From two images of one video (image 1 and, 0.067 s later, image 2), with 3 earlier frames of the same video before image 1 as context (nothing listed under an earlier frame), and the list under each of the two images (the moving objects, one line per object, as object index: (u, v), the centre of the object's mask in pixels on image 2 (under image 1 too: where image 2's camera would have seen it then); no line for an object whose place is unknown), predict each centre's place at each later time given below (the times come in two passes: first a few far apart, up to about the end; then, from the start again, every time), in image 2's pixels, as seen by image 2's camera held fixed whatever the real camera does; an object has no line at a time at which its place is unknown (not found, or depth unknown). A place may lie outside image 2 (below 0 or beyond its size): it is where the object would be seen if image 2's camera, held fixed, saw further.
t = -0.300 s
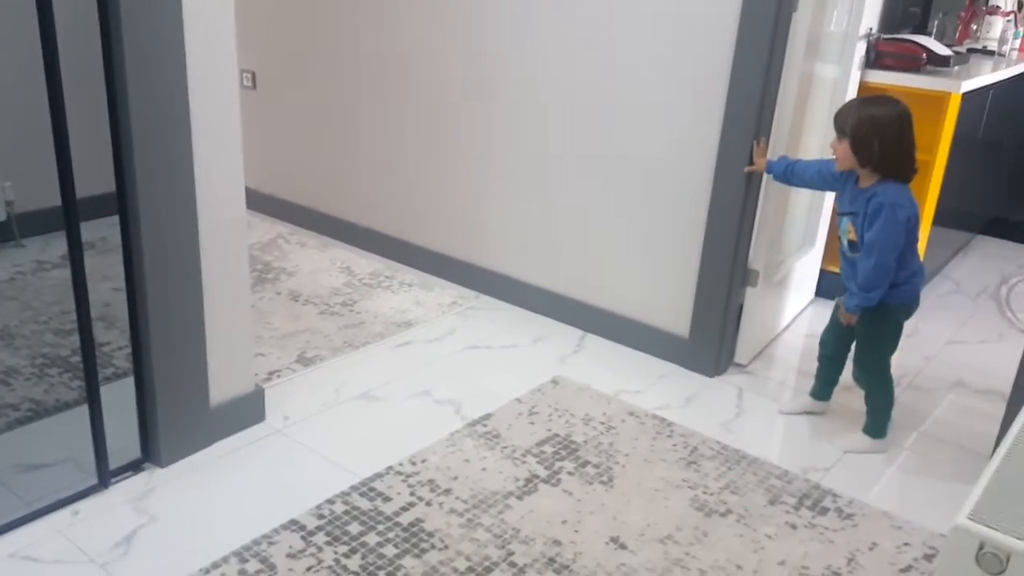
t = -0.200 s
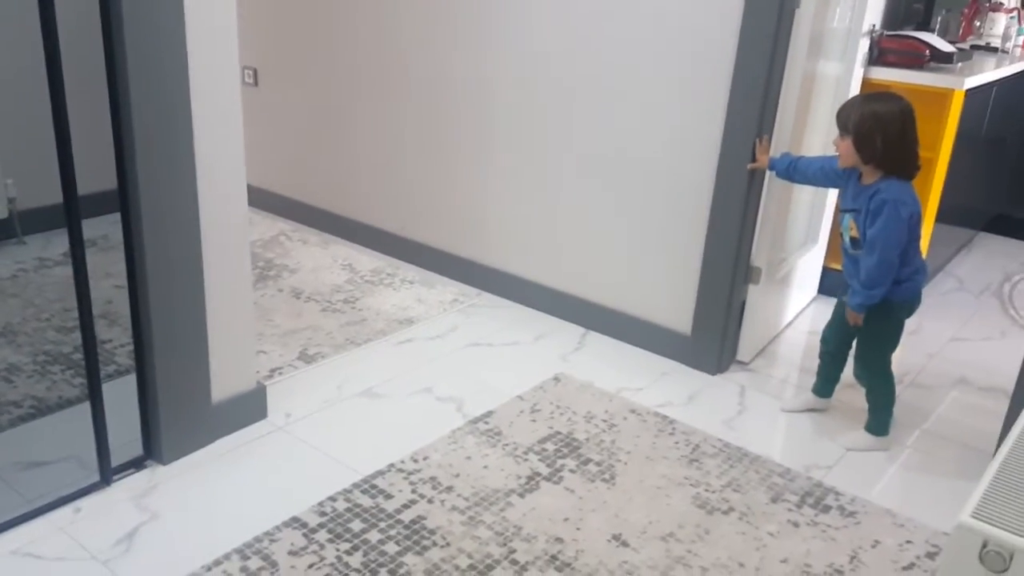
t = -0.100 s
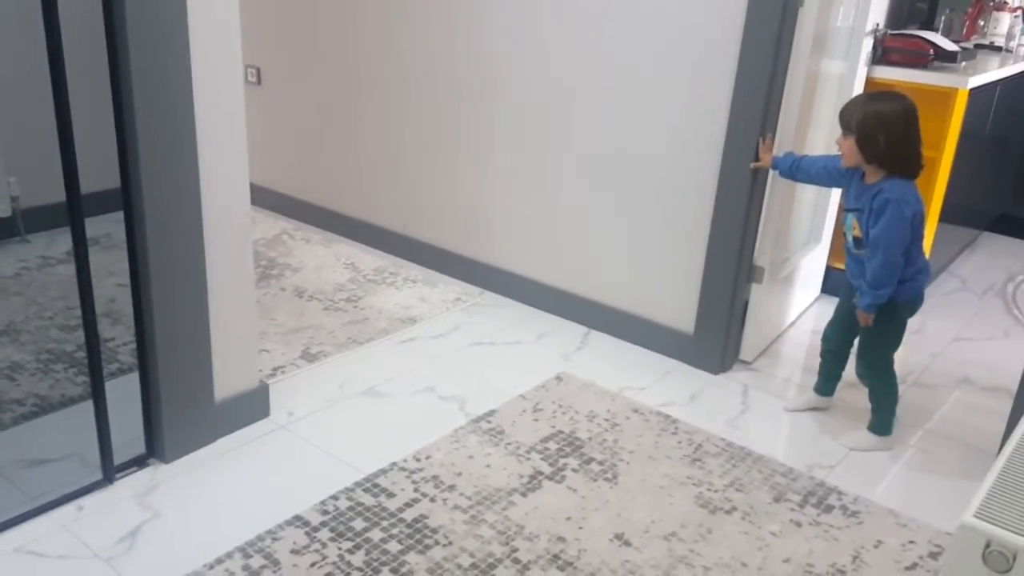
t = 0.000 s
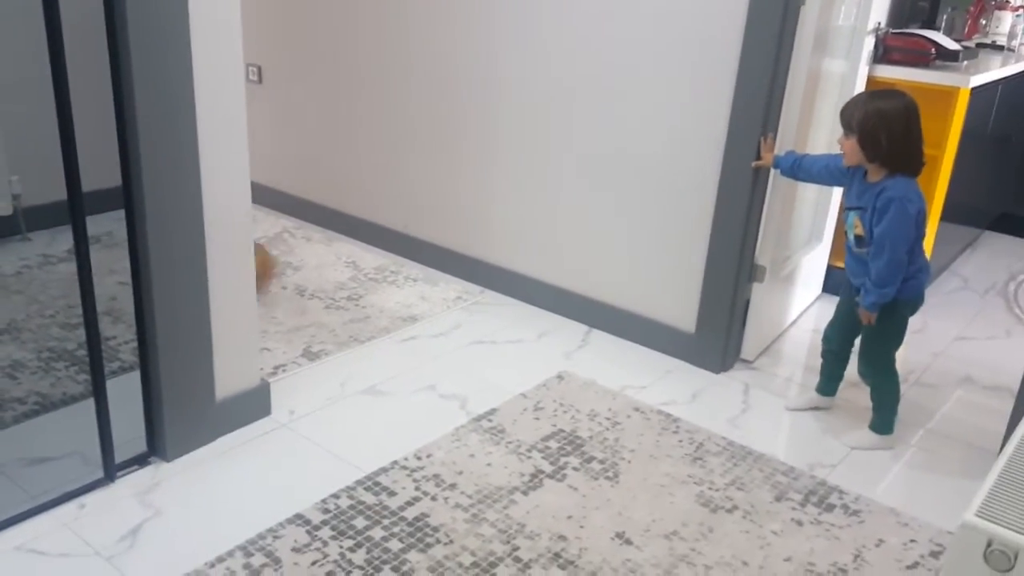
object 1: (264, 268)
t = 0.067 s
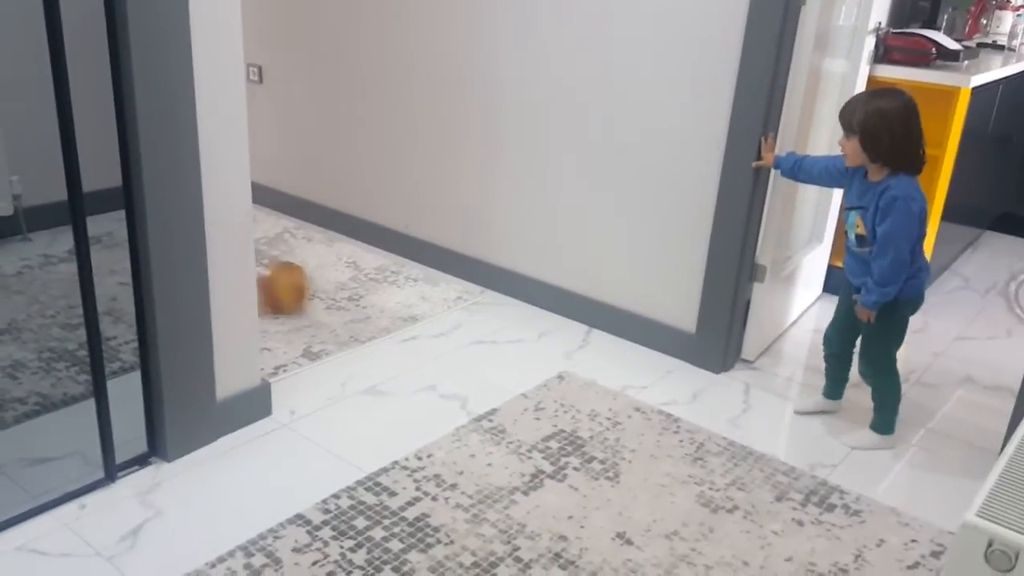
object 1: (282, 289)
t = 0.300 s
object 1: (421, 369)
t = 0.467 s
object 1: (552, 438)
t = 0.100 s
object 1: (302, 297)
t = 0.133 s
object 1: (319, 308)
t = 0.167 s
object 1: (339, 321)
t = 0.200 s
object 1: (357, 331)
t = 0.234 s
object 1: (376, 343)
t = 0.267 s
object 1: (398, 359)
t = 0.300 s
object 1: (421, 369)
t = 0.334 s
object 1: (445, 382)
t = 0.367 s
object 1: (471, 398)
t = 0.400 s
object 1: (496, 409)
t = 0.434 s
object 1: (525, 421)
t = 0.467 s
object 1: (552, 438)
